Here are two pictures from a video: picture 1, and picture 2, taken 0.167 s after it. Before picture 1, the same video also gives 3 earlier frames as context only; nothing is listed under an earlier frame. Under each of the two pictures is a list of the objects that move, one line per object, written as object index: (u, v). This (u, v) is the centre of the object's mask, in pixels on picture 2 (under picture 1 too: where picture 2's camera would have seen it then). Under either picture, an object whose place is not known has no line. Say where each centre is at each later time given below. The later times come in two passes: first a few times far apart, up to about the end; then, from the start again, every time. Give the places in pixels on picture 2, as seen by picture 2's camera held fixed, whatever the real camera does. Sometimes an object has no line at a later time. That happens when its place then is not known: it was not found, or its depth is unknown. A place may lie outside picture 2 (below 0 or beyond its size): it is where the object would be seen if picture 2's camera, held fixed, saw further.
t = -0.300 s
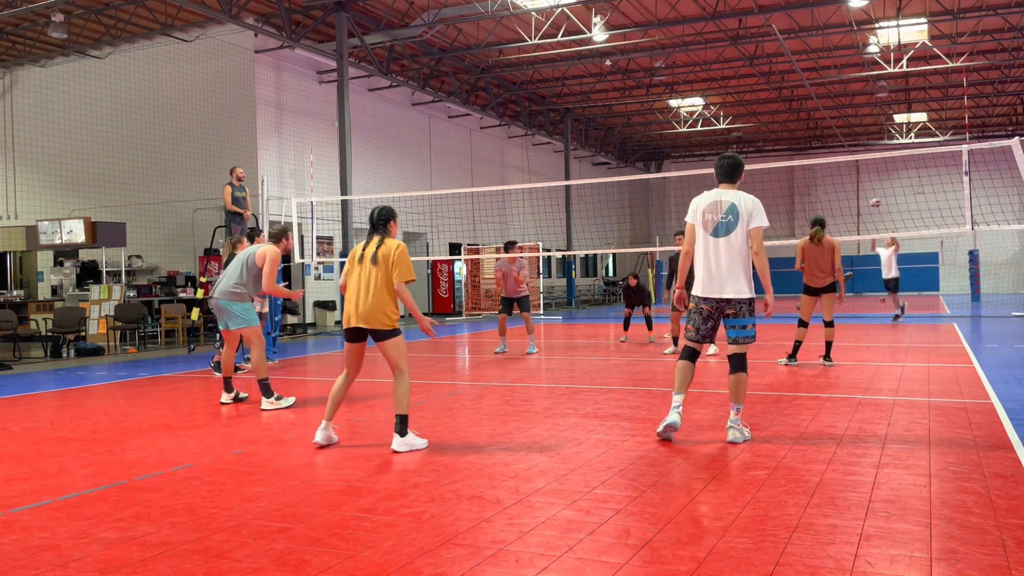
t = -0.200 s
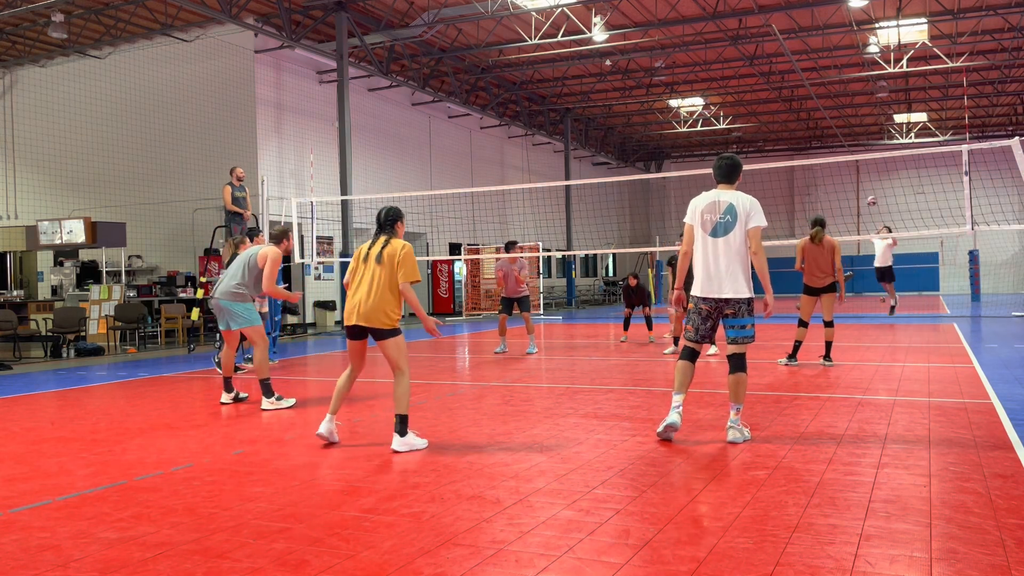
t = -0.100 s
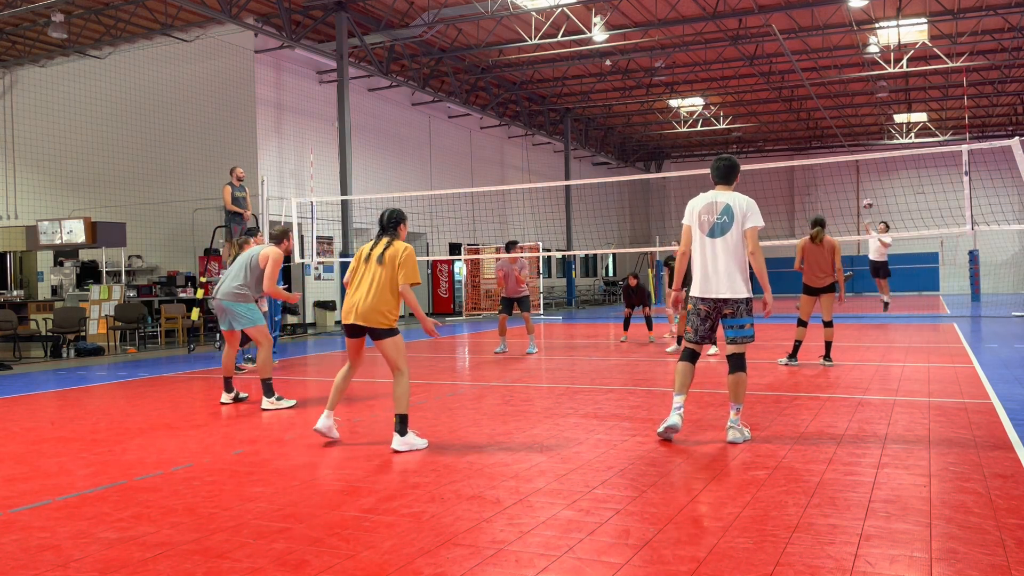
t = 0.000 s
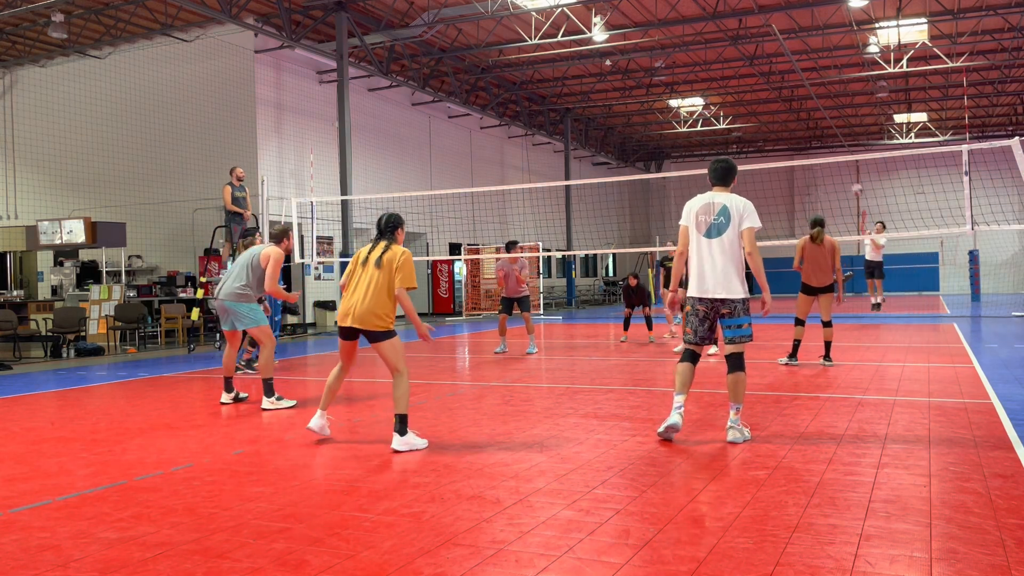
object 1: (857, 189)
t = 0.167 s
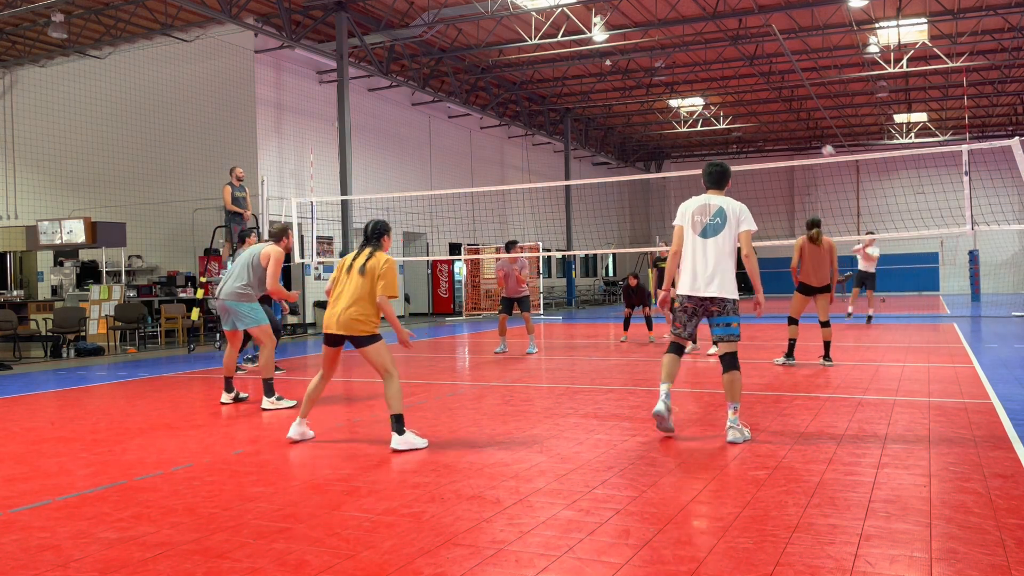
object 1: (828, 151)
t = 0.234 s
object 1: (814, 138)
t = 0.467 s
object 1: (758, 111)
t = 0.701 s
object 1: (687, 119)
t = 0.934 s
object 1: (587, 182)
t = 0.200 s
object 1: (821, 144)
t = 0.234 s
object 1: (814, 138)
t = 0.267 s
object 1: (806, 133)
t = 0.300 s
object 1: (799, 127)
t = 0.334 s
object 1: (791, 122)
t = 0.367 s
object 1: (783, 119)
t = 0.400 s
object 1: (775, 115)
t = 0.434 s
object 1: (766, 112)
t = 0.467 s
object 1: (758, 111)
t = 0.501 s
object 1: (749, 110)
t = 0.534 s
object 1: (740, 109)
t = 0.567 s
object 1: (730, 109)
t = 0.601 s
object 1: (720, 110)
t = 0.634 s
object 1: (709, 112)
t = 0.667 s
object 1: (699, 116)
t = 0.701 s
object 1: (687, 119)
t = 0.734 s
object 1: (675, 124)
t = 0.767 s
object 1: (662, 130)
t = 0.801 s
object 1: (648, 138)
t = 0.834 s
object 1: (634, 146)
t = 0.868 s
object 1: (619, 156)
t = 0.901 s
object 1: (604, 167)
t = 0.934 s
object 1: (587, 182)
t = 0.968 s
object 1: (569, 199)
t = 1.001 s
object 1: (552, 217)
